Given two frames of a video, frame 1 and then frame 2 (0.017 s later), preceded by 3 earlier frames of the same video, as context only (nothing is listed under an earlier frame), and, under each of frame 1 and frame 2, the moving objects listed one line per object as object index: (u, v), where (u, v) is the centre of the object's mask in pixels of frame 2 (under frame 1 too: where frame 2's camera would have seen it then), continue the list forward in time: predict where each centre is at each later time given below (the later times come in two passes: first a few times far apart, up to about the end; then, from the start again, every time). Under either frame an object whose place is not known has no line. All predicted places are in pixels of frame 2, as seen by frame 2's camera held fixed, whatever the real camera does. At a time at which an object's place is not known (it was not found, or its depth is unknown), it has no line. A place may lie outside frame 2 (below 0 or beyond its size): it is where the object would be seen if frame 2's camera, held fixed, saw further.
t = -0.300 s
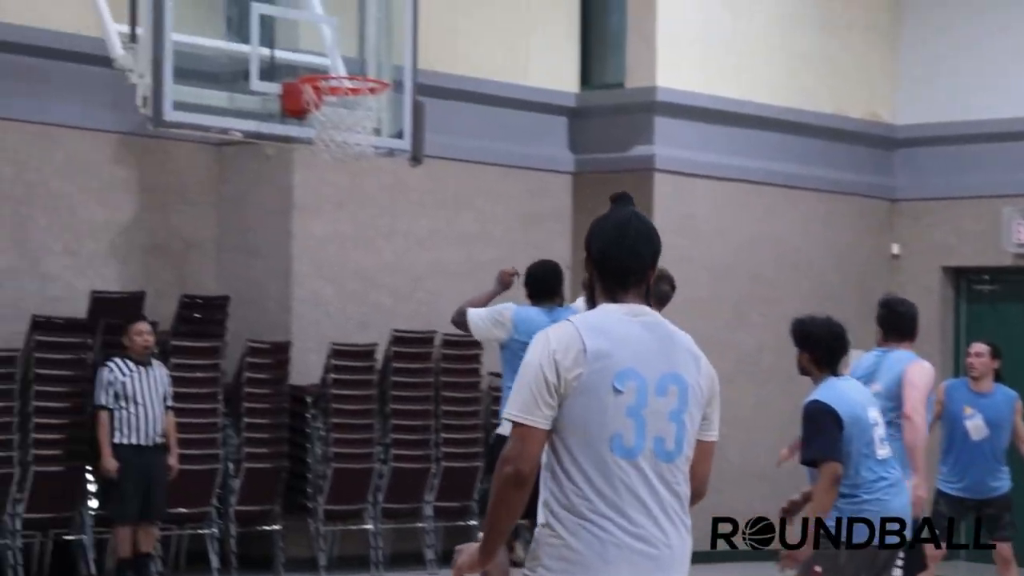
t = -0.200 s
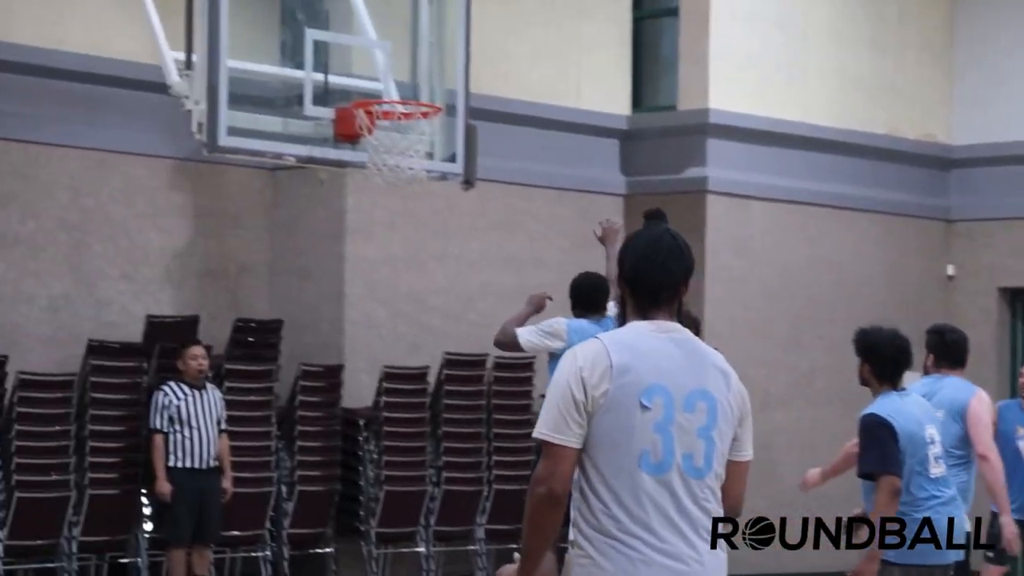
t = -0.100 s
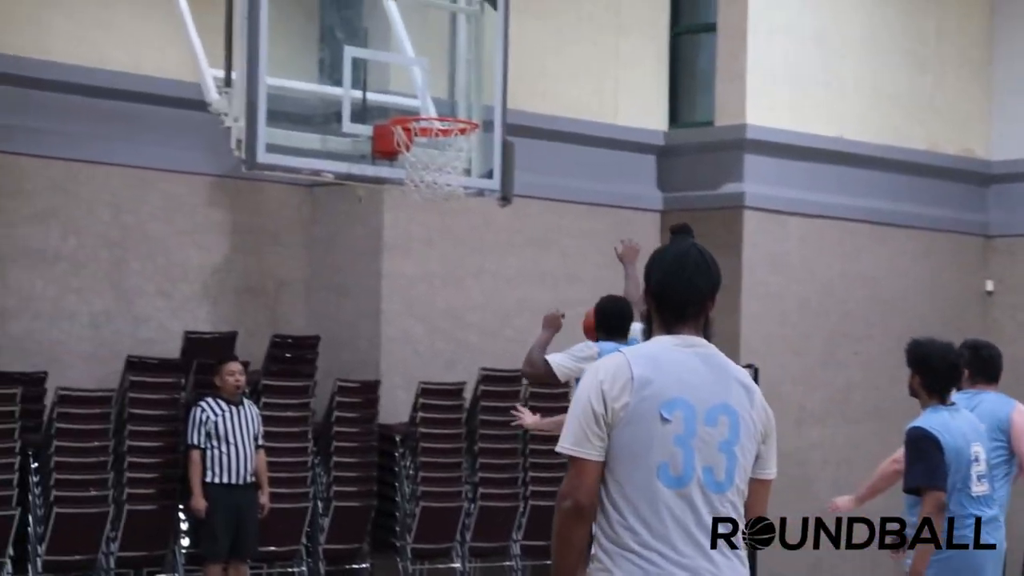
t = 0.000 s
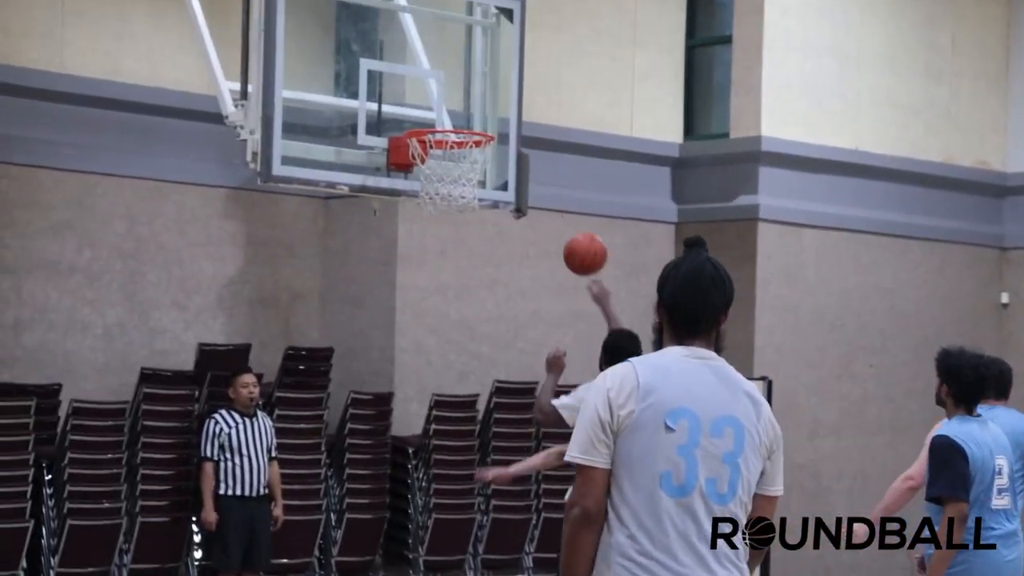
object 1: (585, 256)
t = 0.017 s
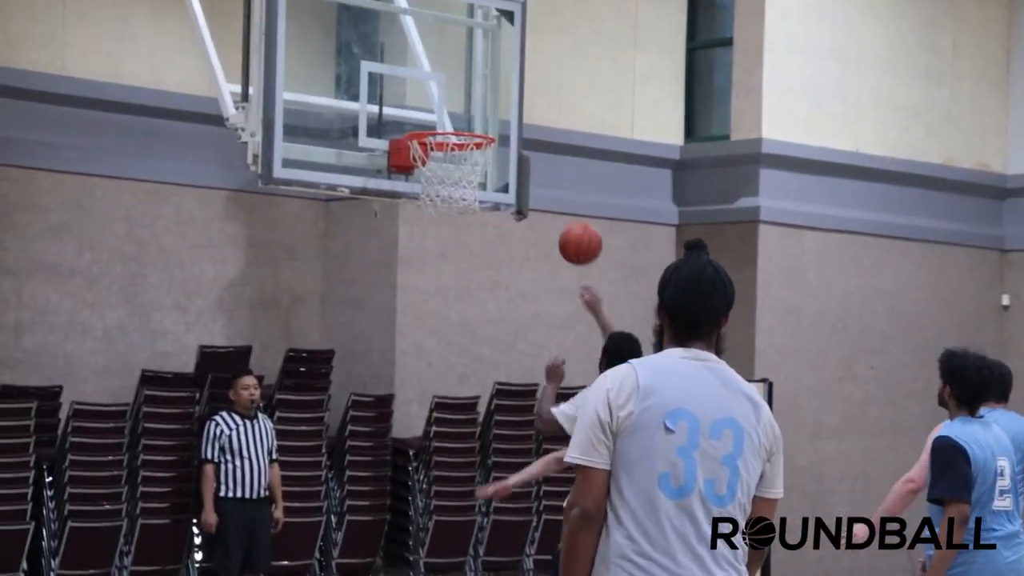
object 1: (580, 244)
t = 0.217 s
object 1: (518, 137)
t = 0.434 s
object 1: (469, 95)
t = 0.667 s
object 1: (488, 119)
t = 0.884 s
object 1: (473, 118)
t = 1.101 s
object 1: (445, 138)
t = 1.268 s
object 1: (427, 177)
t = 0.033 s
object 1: (575, 232)
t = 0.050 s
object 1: (570, 221)
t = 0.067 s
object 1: (565, 210)
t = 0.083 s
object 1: (560, 200)
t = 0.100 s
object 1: (554, 190)
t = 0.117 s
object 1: (549, 182)
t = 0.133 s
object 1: (544, 173)
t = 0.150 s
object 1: (539, 165)
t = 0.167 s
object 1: (534, 158)
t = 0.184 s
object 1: (529, 151)
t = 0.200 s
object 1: (523, 143)
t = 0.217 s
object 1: (518, 137)
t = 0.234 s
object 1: (512, 130)
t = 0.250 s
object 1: (506, 125)
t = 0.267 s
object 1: (500, 120)
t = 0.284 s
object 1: (494, 117)
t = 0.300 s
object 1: (489, 113)
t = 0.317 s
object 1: (483, 110)
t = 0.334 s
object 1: (476, 107)
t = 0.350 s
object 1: (471, 105)
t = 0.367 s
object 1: (465, 103)
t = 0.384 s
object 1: (464, 101)
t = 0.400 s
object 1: (466, 99)
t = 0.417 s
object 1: (468, 97)
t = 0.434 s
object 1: (469, 95)
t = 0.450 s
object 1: (470, 94)
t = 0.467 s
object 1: (472, 94)
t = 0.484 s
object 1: (473, 94)
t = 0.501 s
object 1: (475, 94)
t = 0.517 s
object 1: (476, 95)
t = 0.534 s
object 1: (478, 97)
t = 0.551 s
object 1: (479, 99)
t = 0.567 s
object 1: (480, 102)
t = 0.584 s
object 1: (482, 105)
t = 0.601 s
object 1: (483, 108)
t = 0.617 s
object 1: (485, 112)
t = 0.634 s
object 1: (486, 116)
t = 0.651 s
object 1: (488, 120)
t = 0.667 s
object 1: (488, 119)
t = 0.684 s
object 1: (487, 116)
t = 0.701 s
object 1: (485, 115)
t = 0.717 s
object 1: (484, 112)
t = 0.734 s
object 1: (483, 111)
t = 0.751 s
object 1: (482, 110)
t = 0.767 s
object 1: (481, 110)
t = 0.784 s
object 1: (480, 110)
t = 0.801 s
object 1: (479, 110)
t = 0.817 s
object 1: (478, 111)
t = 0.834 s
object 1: (477, 113)
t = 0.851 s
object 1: (475, 115)
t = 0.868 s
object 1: (474, 116)
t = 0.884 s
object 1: (473, 118)
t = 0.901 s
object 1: (472, 118)
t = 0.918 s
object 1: (469, 118)
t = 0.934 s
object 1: (466, 118)
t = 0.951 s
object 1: (464, 118)
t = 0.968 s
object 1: (461, 119)
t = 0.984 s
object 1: (458, 120)
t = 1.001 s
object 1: (455, 121)
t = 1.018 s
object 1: (453, 122)
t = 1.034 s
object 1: (451, 123)
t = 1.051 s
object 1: (449, 130)
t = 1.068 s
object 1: (448, 133)
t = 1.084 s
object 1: (447, 136)
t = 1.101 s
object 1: (445, 138)
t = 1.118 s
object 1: (443, 141)
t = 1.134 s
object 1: (440, 146)
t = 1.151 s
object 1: (437, 149)
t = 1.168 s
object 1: (435, 155)
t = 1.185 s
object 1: (434, 158)
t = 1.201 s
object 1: (430, 161)
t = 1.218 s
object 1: (428, 165)
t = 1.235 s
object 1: (427, 169)
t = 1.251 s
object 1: (426, 173)
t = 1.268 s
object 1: (427, 177)
